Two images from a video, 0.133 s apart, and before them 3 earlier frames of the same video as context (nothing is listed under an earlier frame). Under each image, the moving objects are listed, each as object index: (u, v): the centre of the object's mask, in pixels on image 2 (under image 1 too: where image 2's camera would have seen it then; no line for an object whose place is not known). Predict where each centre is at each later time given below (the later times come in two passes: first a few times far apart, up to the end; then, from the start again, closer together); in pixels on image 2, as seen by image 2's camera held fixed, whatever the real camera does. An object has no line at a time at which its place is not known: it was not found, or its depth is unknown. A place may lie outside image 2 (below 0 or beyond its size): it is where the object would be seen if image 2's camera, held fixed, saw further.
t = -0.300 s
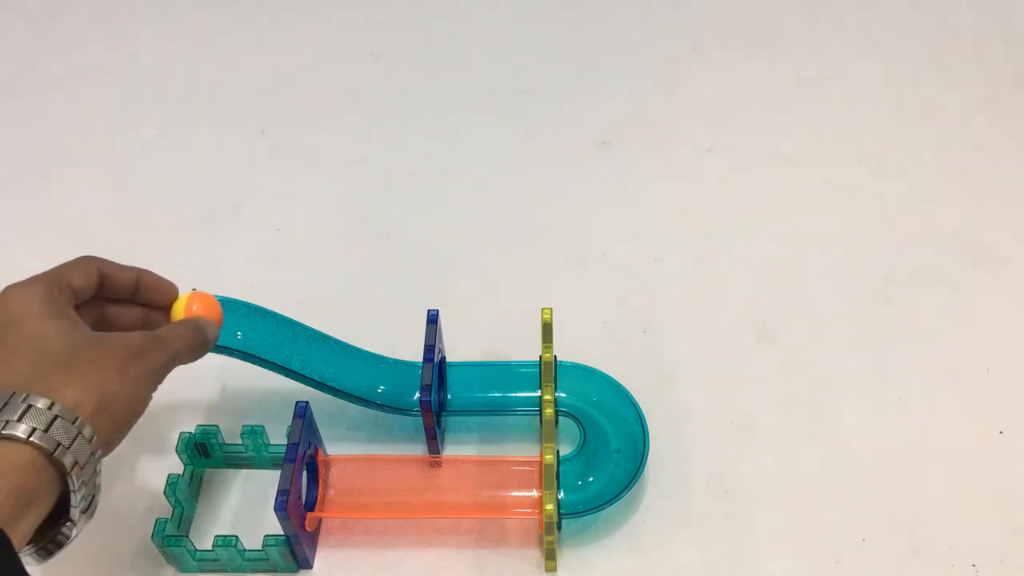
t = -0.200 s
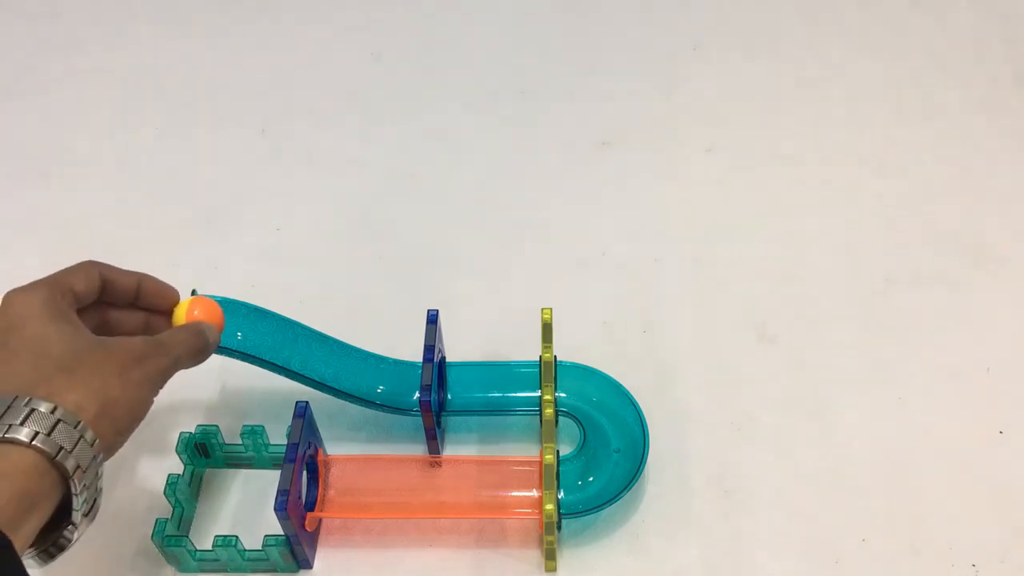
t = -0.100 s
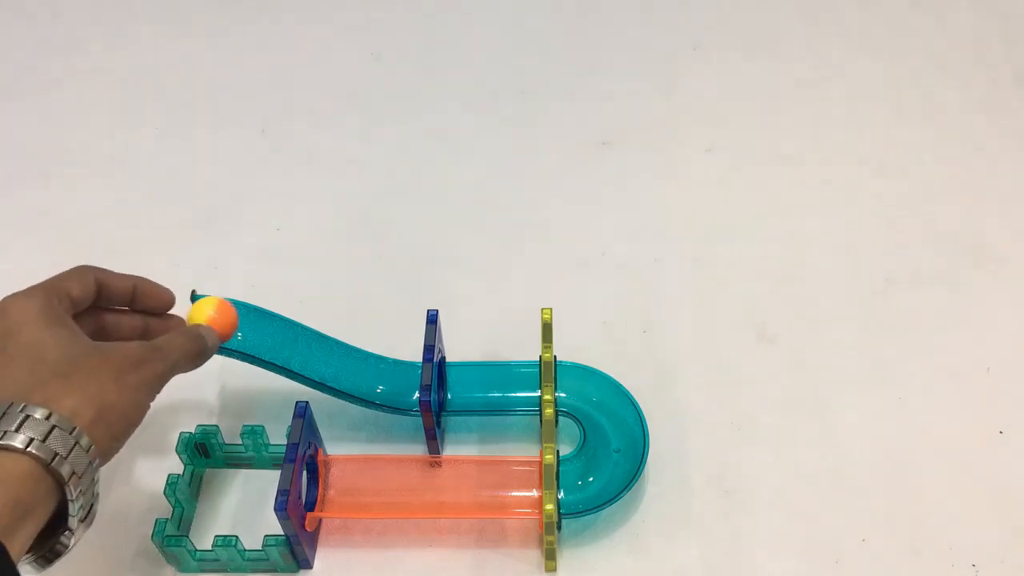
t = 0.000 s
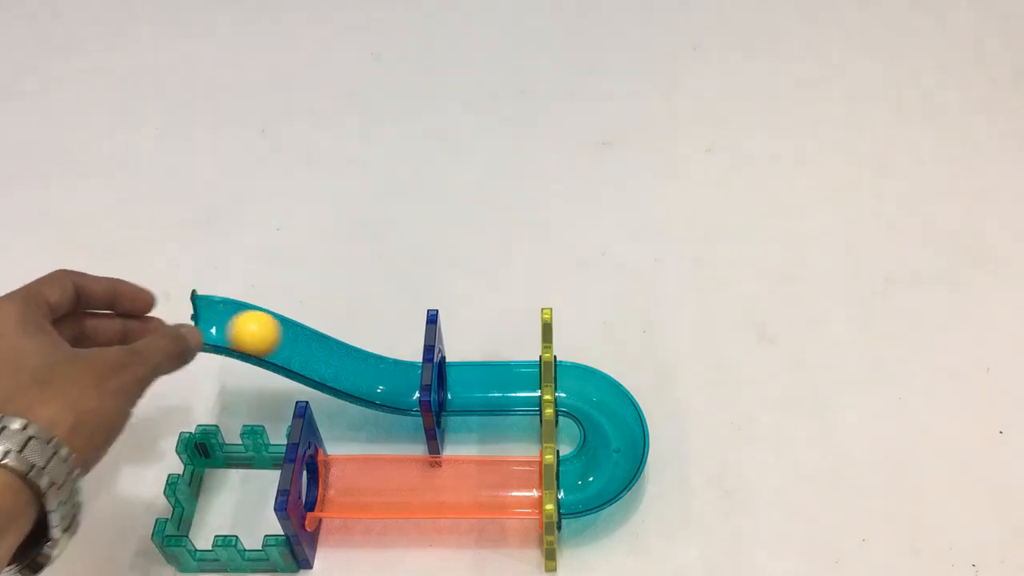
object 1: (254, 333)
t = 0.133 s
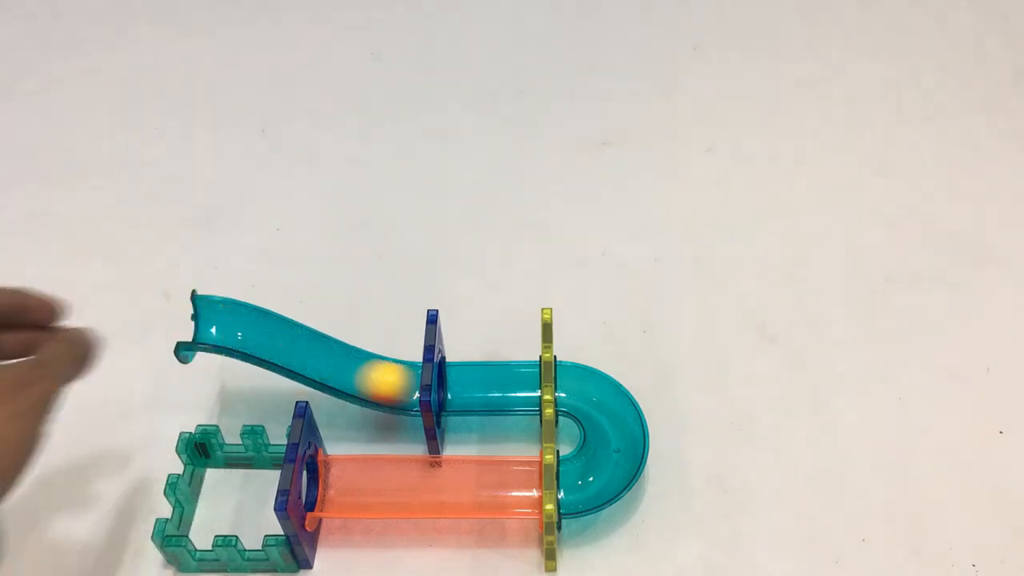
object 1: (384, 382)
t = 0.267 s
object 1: (579, 387)
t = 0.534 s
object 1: (500, 487)
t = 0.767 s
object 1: (358, 485)
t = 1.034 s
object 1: (213, 501)
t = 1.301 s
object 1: (218, 482)
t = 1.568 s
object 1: (220, 477)
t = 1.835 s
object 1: (219, 476)
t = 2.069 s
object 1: (219, 477)
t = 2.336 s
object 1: (219, 477)
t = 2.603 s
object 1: (219, 477)
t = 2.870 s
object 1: (219, 477)
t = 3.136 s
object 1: (219, 477)
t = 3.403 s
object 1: (219, 476)
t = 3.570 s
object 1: (219, 476)
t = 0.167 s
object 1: (440, 387)
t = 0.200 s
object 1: (483, 388)
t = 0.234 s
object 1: (522, 385)
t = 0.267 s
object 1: (579, 387)
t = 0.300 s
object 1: (606, 404)
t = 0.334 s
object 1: (617, 434)
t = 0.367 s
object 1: (612, 461)
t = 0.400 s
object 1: (592, 481)
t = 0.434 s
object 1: (572, 488)
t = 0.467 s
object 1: (537, 487)
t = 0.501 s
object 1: (517, 489)
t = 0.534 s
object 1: (500, 487)
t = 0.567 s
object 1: (479, 488)
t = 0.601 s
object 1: (456, 487)
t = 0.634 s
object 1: (436, 487)
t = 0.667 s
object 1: (419, 488)
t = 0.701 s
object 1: (401, 488)
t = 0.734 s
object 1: (379, 487)
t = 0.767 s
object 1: (358, 485)
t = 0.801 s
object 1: (336, 486)
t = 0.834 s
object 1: (321, 487)
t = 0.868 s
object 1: (313, 486)
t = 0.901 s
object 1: (268, 489)
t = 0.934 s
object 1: (259, 502)
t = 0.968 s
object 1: (243, 502)
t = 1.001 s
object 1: (225, 502)
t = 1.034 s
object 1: (213, 501)
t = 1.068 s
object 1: (213, 497)
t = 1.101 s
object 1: (215, 495)
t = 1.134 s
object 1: (215, 492)
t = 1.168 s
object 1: (216, 490)
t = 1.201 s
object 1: (216, 488)
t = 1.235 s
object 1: (217, 486)
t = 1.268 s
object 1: (217, 484)
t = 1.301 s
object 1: (218, 482)
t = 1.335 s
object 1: (219, 480)
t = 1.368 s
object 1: (220, 478)
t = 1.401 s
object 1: (221, 477)
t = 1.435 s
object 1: (222, 477)
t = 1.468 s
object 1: (222, 477)
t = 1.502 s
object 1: (222, 477)
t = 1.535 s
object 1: (221, 476)
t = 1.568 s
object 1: (220, 477)
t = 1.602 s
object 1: (220, 476)
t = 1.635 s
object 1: (219, 477)
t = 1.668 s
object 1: (219, 476)
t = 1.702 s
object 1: (219, 476)
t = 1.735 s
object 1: (219, 476)
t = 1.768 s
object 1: (219, 477)
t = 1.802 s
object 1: (219, 477)
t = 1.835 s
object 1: (219, 476)
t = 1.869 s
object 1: (219, 477)
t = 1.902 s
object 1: (219, 477)
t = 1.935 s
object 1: (219, 476)
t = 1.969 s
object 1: (219, 476)
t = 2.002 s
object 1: (219, 476)
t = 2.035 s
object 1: (219, 477)
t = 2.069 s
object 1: (219, 477)
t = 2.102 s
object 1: (219, 477)
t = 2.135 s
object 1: (219, 477)
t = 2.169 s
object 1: (219, 476)
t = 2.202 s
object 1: (219, 476)
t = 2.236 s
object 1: (219, 476)
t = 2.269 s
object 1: (219, 476)
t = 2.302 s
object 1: (219, 477)
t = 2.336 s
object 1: (219, 477)
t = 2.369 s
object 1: (219, 477)
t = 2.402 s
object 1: (219, 477)
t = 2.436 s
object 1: (219, 477)
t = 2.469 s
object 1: (219, 477)
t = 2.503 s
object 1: (219, 476)
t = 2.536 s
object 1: (219, 476)
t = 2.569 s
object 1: (219, 477)
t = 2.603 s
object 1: (219, 477)
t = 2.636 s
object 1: (219, 476)
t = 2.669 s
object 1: (219, 477)
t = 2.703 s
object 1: (219, 477)
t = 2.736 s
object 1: (219, 477)
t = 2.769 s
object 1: (219, 477)
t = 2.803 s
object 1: (219, 477)
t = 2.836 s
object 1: (219, 477)
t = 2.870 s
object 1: (219, 477)
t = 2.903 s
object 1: (219, 477)
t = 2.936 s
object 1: (219, 477)
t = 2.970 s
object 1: (219, 477)
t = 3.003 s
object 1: (219, 477)
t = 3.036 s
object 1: (219, 477)
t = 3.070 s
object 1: (219, 477)
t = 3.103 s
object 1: (219, 477)
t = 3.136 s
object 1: (219, 477)
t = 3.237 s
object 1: (219, 476)
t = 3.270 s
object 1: (219, 477)
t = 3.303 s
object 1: (219, 476)
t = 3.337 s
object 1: (219, 477)
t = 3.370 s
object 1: (219, 476)
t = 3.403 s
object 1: (219, 476)
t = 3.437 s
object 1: (219, 477)
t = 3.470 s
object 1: (219, 476)
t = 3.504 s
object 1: (219, 476)
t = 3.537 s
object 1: (219, 476)
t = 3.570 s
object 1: (219, 476)
